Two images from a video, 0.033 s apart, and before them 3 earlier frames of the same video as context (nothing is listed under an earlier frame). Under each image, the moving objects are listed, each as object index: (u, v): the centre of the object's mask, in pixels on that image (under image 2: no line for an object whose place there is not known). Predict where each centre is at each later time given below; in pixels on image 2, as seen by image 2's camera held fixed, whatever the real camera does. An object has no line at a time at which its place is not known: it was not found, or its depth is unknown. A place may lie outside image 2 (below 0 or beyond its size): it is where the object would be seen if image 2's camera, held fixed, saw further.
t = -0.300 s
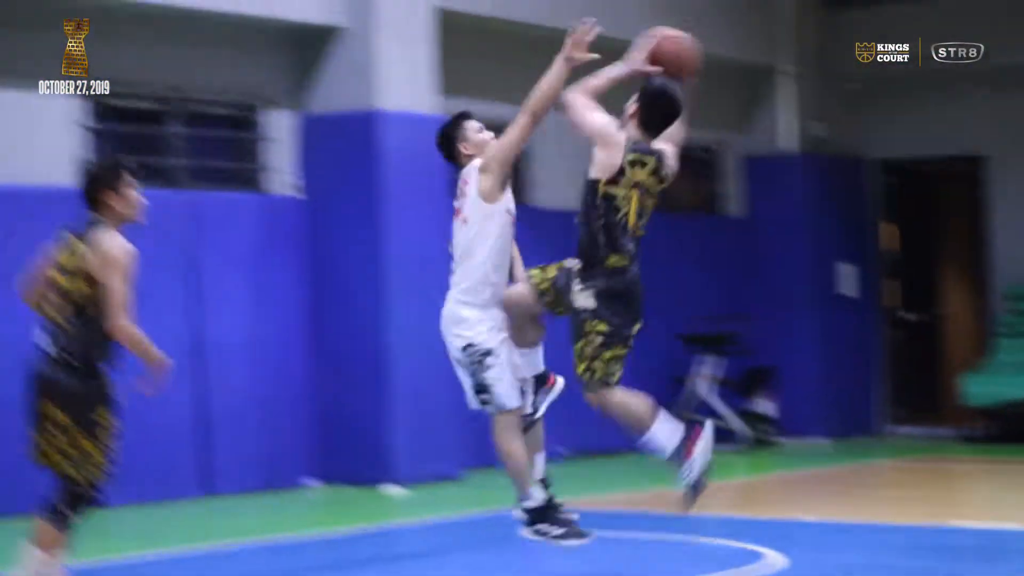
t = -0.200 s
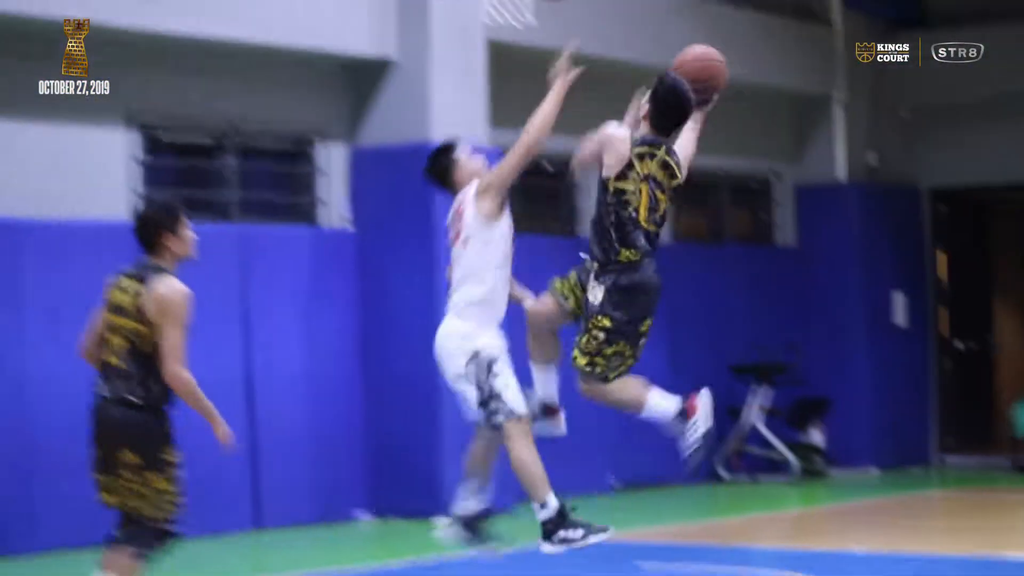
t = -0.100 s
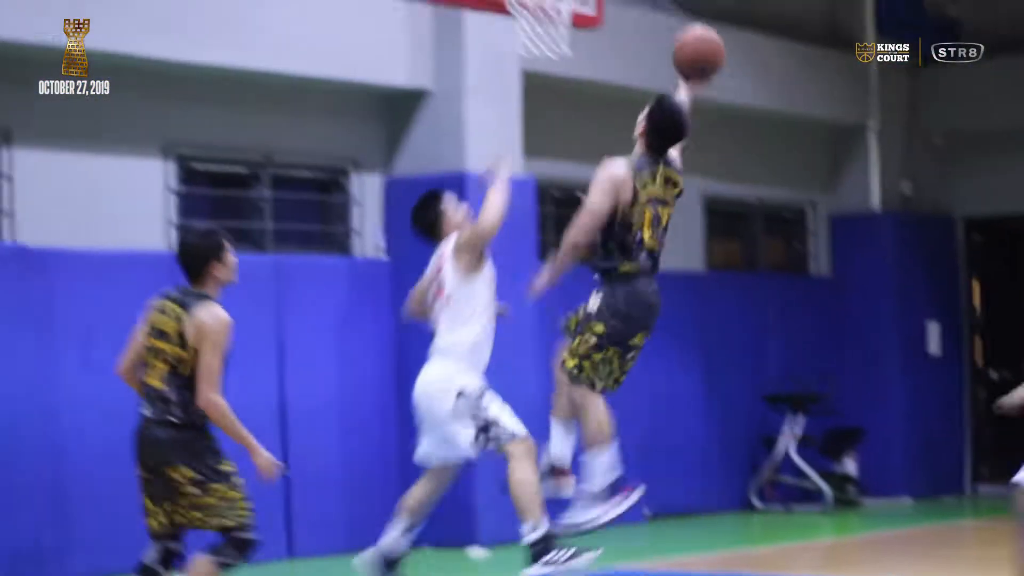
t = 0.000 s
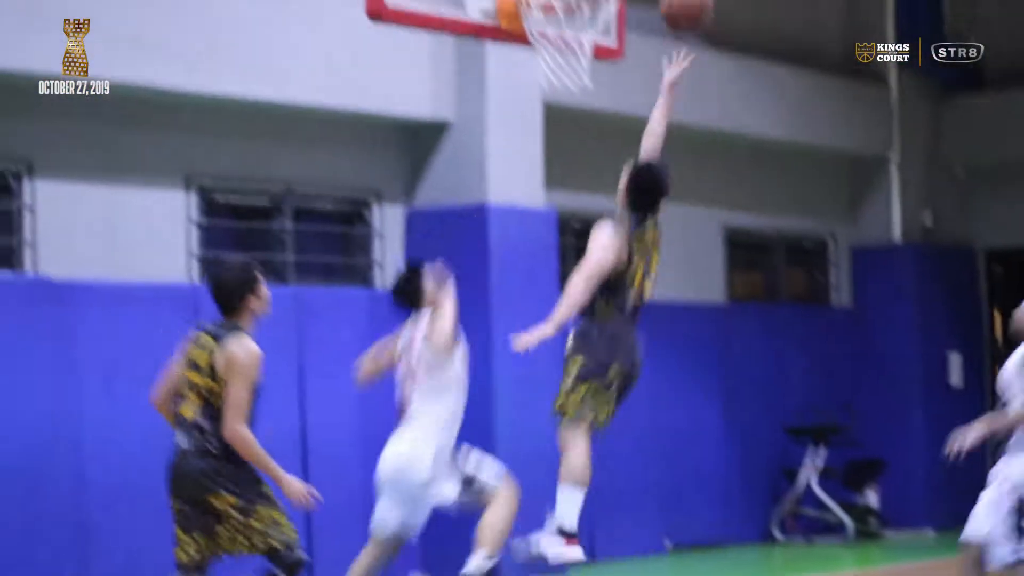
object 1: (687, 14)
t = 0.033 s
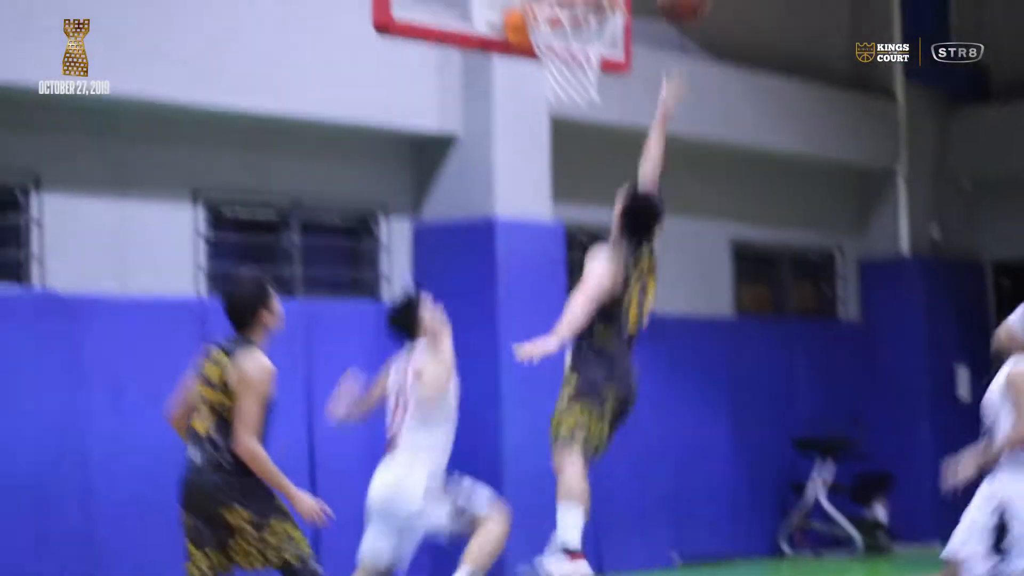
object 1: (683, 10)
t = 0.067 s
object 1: (673, -8)
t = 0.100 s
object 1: (662, -24)
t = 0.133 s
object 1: (652, -44)
